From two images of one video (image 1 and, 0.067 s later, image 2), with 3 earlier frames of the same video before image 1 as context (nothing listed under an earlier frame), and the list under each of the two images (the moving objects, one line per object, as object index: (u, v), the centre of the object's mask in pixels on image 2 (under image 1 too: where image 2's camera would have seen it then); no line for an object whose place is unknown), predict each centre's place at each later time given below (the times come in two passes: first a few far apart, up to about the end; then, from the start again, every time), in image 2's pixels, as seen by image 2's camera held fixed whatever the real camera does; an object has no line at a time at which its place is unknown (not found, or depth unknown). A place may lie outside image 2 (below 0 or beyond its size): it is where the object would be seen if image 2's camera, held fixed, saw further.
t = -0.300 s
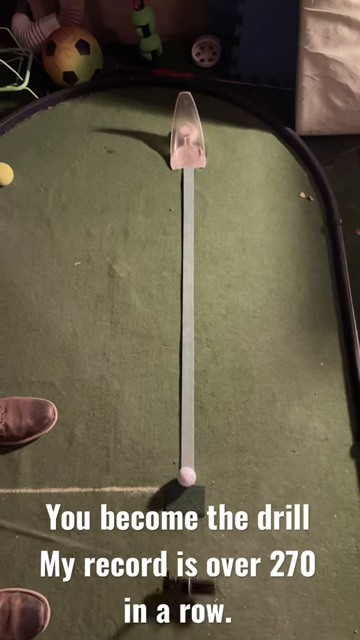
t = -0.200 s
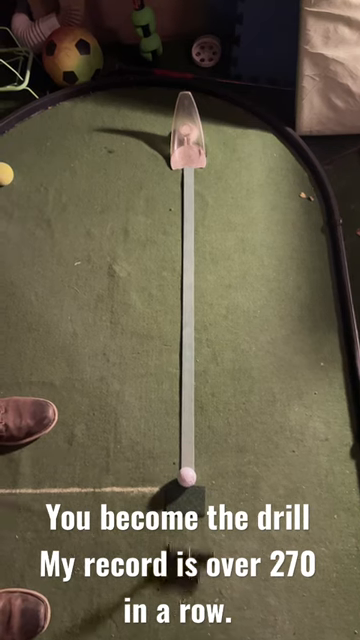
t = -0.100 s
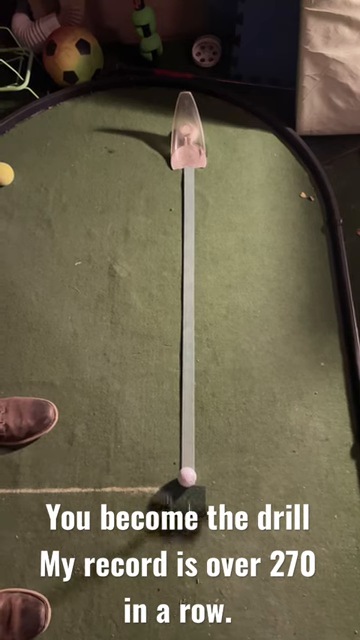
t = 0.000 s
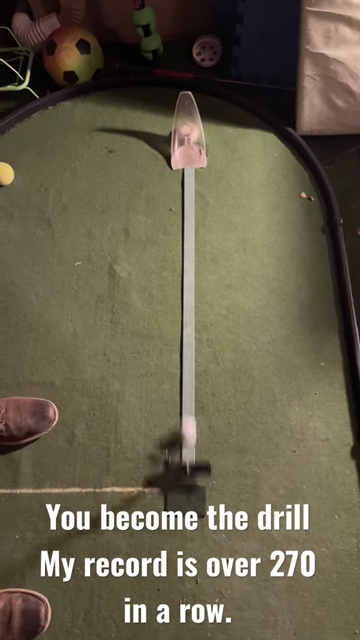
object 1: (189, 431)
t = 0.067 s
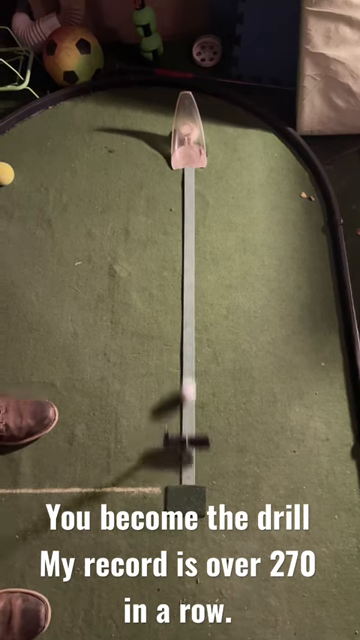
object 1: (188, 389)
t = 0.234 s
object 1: (188, 312)
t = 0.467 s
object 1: (188, 221)
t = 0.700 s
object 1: (187, 144)
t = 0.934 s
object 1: (194, 120)
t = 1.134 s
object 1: (194, 168)
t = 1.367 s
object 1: (190, 222)
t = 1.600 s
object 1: (186, 276)
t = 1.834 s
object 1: (172, 334)
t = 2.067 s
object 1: (157, 391)
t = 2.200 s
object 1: (148, 423)
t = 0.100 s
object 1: (188, 371)
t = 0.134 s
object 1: (188, 357)
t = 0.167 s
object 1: (188, 341)
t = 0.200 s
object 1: (188, 326)
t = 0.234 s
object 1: (188, 312)
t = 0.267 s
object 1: (188, 297)
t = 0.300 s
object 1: (188, 284)
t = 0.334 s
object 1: (188, 271)
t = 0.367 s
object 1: (187, 257)
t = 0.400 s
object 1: (188, 246)
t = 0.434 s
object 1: (188, 233)
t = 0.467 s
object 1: (188, 221)
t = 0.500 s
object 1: (187, 210)
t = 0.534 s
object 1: (187, 198)
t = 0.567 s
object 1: (187, 186)
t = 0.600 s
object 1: (187, 176)
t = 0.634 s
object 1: (187, 166)
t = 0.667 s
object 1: (186, 156)
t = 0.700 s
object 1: (187, 144)
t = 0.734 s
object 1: (187, 135)
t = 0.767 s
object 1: (187, 123)
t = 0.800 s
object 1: (189, 118)
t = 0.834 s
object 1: (190, 115)
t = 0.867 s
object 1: (191, 115)
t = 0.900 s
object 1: (192, 116)
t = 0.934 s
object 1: (194, 120)
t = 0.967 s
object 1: (196, 125)
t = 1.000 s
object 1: (197, 135)
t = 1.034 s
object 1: (197, 143)
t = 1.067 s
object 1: (197, 152)
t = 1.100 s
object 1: (197, 156)
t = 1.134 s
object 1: (194, 168)
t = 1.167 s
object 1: (194, 175)
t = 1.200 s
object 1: (193, 183)
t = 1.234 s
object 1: (193, 191)
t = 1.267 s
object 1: (192, 198)
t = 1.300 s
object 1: (192, 206)
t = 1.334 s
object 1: (191, 215)
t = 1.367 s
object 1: (190, 222)
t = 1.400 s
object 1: (189, 230)
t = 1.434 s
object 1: (189, 239)
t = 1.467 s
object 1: (187, 246)
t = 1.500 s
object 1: (187, 253)
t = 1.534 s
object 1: (186, 261)
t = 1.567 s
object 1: (186, 269)
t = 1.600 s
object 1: (186, 276)
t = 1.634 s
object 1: (184, 285)
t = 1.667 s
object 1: (183, 293)
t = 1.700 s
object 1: (182, 301)
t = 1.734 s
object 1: (180, 310)
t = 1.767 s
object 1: (178, 318)
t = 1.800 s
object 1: (175, 326)
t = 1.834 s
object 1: (172, 334)
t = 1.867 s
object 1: (170, 342)
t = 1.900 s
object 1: (168, 351)
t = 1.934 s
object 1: (166, 359)
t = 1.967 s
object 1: (163, 367)
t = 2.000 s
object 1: (161, 375)
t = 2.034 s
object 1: (159, 383)
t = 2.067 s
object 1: (157, 391)
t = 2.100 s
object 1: (154, 399)
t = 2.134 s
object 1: (152, 407)
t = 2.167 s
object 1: (150, 415)
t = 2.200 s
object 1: (148, 423)
